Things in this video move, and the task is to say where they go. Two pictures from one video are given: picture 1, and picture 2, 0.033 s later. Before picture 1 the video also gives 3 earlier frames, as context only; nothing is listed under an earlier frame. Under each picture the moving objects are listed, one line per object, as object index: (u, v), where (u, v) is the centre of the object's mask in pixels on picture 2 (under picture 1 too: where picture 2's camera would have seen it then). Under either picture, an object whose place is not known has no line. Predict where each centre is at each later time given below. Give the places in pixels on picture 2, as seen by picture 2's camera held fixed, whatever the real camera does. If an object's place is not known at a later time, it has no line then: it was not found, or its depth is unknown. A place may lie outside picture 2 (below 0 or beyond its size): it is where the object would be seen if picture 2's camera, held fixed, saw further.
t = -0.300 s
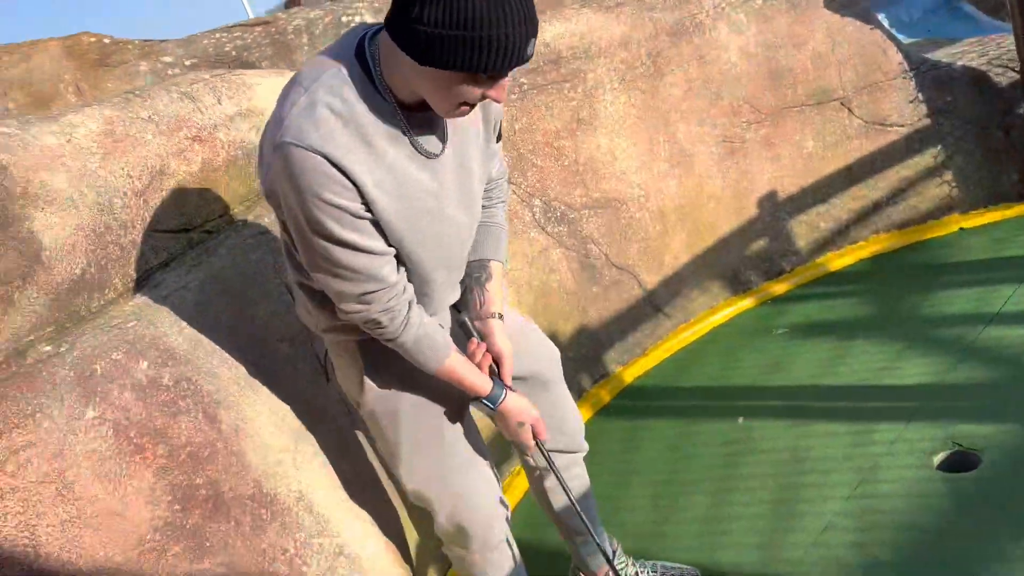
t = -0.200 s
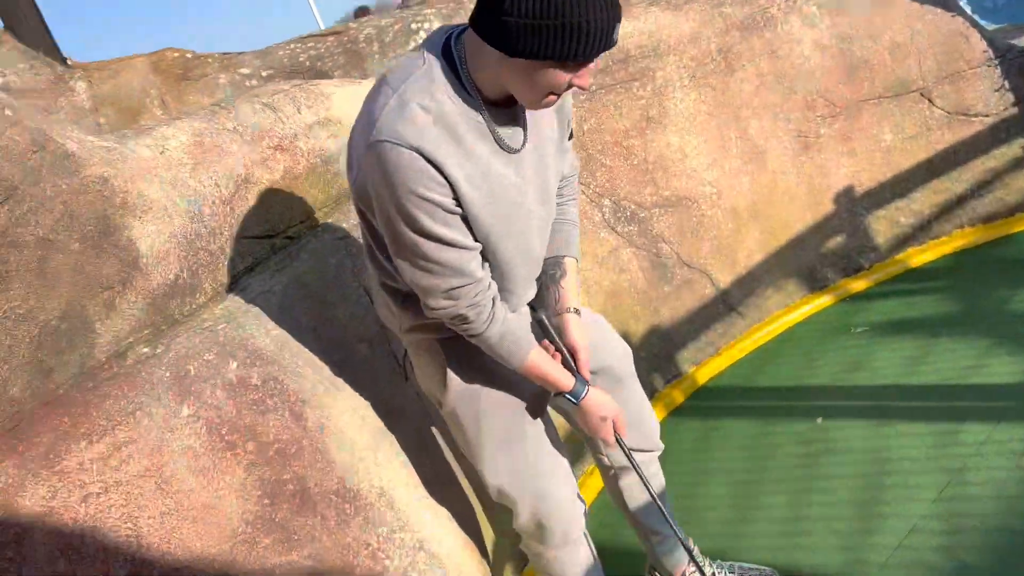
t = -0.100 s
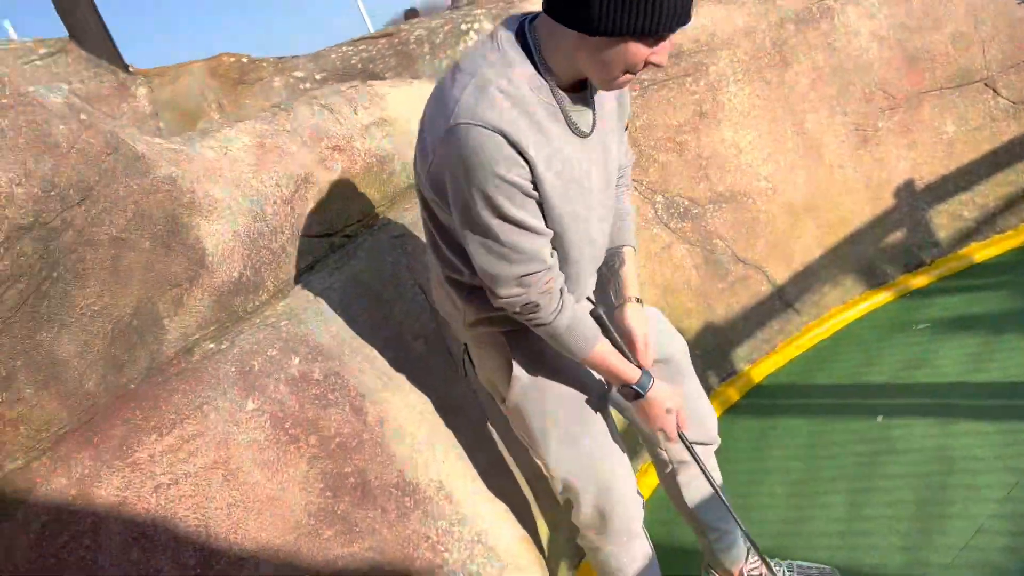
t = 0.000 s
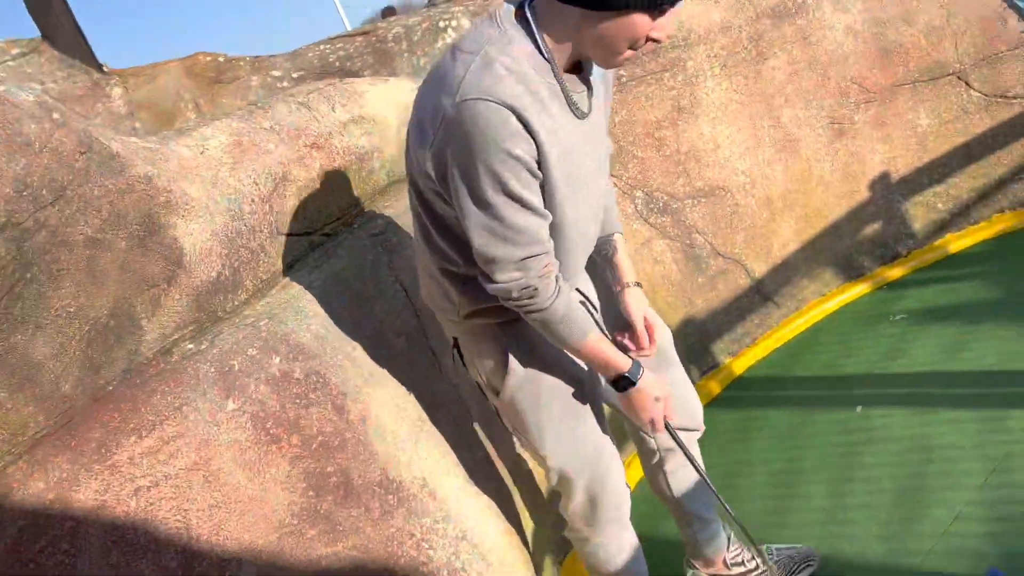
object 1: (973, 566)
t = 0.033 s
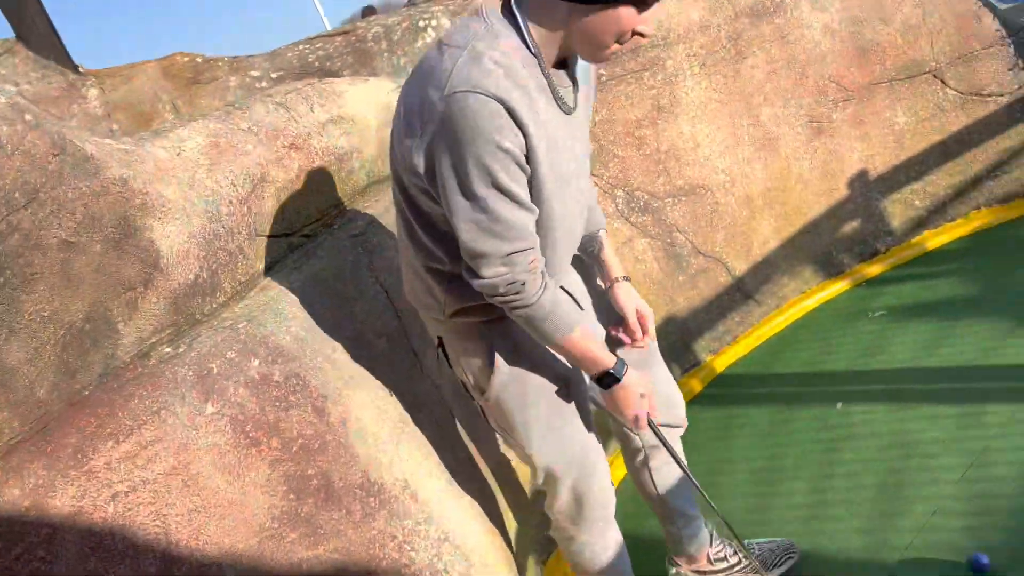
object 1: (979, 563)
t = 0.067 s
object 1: (986, 554)
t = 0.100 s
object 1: (990, 544)
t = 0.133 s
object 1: (995, 534)
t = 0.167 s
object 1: (1001, 525)
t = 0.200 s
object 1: (1007, 517)
